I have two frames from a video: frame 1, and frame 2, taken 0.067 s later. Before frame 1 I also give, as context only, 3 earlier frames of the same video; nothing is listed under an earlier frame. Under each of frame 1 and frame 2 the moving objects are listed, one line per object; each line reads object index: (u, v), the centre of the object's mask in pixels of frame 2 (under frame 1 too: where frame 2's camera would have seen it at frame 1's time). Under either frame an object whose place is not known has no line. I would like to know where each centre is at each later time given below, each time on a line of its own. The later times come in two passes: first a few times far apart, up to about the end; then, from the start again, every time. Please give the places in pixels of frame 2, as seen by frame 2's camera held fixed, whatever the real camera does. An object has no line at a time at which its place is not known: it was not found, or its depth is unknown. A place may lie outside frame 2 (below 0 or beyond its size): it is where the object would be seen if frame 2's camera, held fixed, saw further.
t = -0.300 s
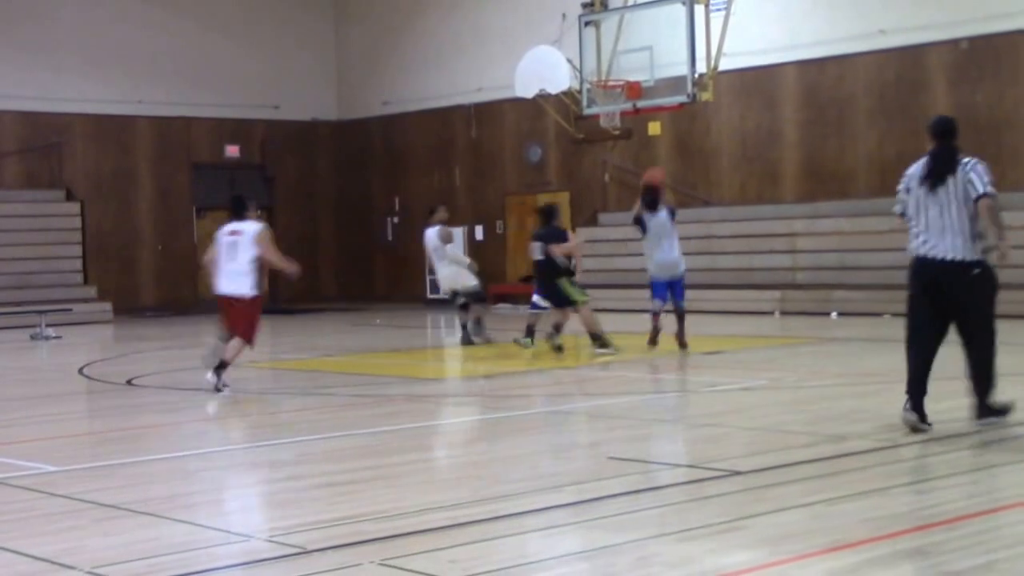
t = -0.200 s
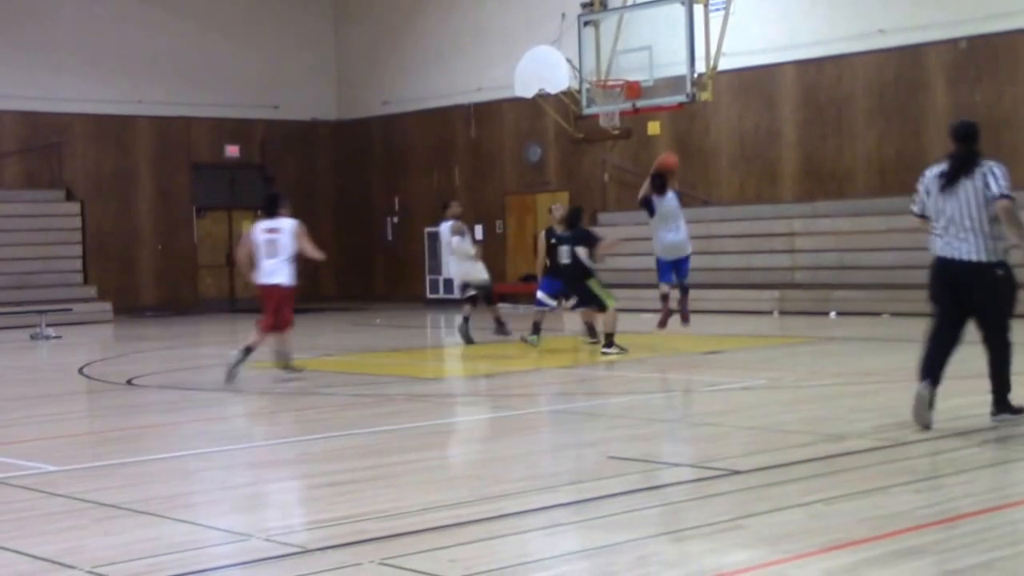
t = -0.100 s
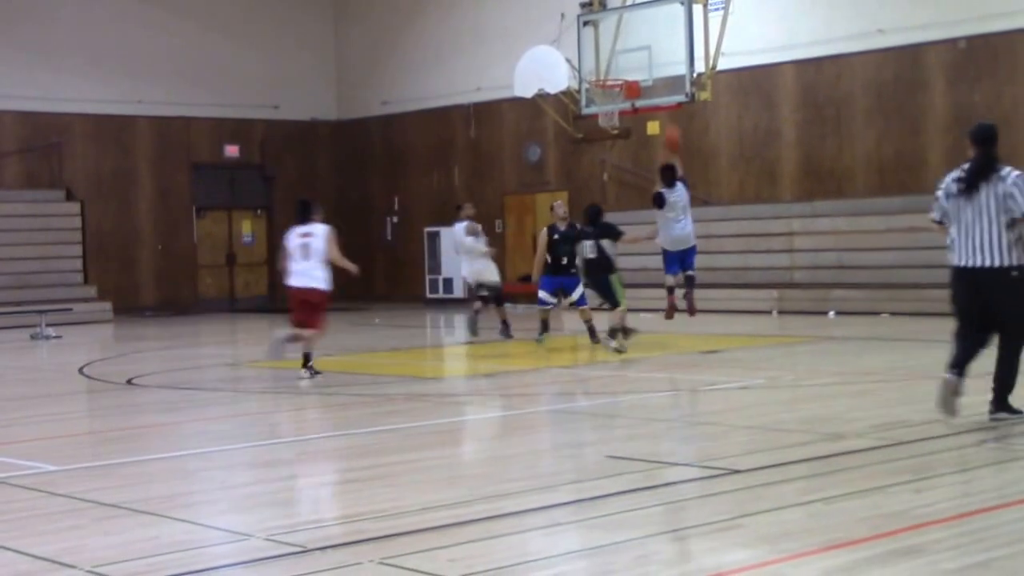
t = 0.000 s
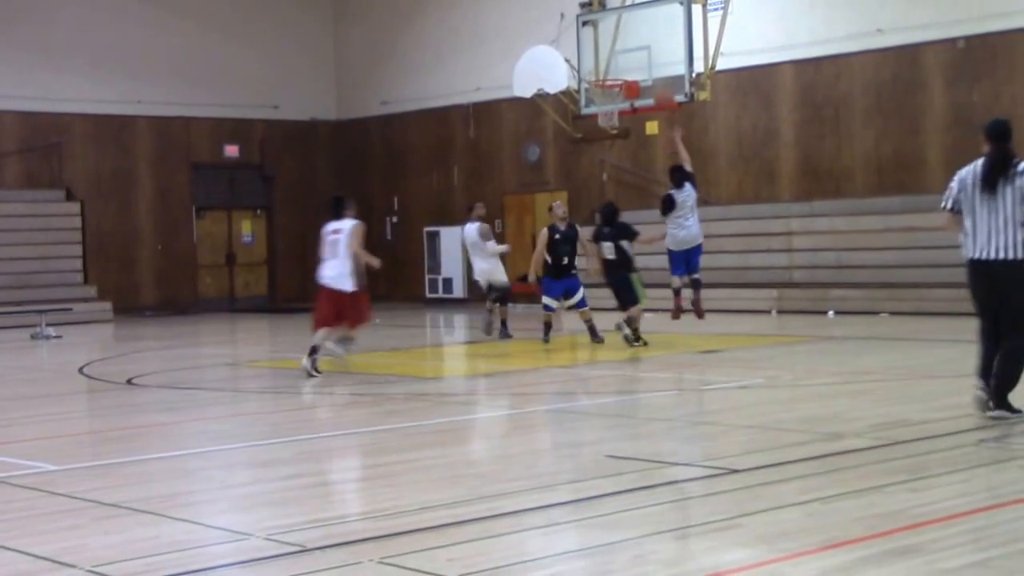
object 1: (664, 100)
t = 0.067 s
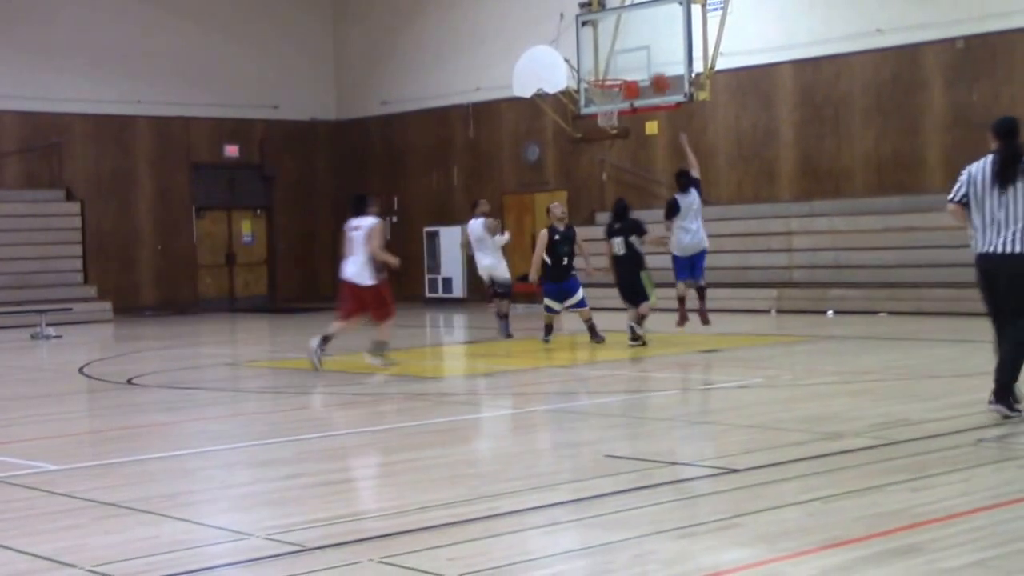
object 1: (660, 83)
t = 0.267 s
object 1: (641, 55)
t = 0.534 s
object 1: (602, 72)
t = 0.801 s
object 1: (607, 83)
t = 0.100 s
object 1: (657, 76)
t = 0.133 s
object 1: (655, 69)
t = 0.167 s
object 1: (653, 63)
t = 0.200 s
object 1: (651, 59)
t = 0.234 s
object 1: (647, 56)
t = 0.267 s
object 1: (641, 55)
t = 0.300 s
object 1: (635, 55)
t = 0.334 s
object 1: (630, 55)
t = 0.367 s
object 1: (624, 57)
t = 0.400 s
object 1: (618, 60)
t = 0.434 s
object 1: (613, 63)
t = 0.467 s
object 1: (607, 67)
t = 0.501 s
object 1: (602, 72)
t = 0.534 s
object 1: (602, 72)
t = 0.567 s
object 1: (601, 72)
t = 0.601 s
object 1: (601, 72)
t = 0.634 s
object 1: (601, 74)
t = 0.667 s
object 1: (601, 78)
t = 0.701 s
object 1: (600, 80)
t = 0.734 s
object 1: (602, 82)
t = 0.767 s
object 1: (604, 82)
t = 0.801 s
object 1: (607, 83)
